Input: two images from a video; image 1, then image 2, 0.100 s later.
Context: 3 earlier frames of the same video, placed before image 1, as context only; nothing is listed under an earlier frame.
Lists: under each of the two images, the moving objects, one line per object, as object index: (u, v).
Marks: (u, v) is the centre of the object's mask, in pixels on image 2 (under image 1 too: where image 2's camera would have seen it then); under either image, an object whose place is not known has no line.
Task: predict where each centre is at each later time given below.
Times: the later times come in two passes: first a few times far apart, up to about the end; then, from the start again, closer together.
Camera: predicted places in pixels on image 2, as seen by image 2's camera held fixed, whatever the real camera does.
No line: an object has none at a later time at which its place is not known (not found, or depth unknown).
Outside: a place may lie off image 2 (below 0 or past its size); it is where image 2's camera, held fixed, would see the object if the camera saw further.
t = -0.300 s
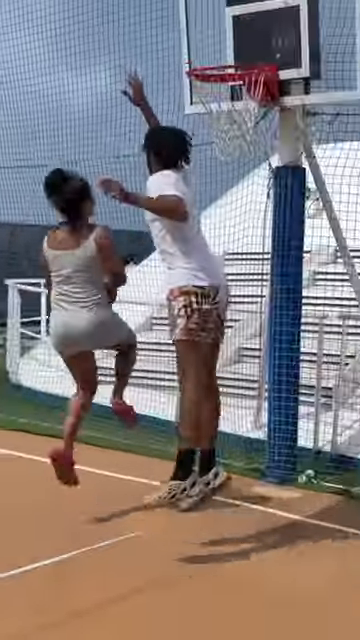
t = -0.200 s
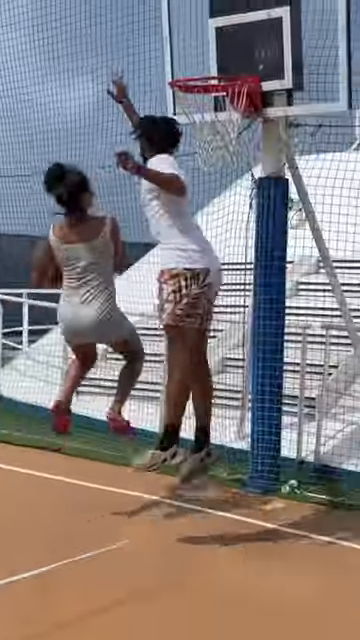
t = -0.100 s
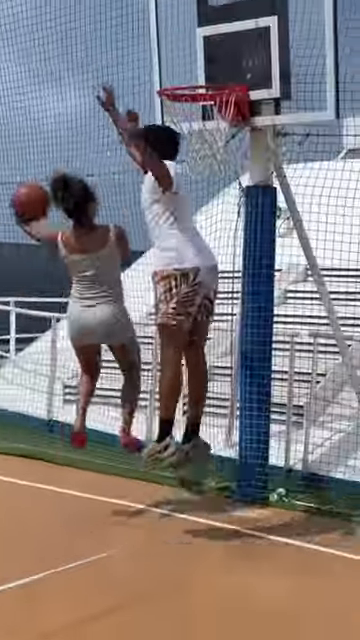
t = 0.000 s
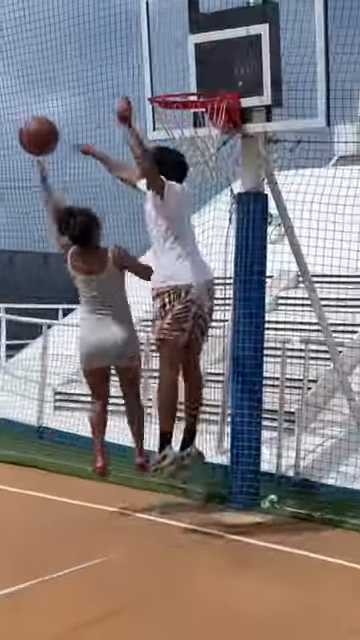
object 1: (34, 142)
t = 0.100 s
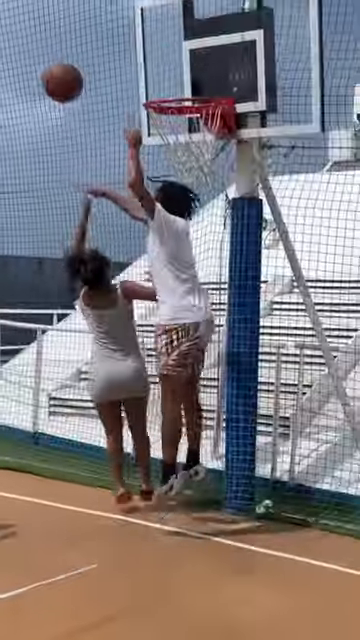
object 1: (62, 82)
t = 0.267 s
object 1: (111, 15)
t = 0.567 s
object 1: (166, 3)
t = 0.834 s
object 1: (174, 86)
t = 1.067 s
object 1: (197, 153)
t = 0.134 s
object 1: (72, 65)
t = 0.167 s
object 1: (82, 50)
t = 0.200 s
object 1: (91, 38)
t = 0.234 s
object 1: (101, 26)
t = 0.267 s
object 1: (111, 15)
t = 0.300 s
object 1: (120, 8)
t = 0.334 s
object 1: (129, 3)
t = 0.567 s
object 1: (166, 3)
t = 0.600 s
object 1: (167, 9)
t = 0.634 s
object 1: (169, 17)
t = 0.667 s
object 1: (169, 28)
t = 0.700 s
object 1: (170, 40)
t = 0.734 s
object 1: (170, 55)
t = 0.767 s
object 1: (171, 71)
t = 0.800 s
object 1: (171, 84)
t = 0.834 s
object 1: (174, 86)
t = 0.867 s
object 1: (182, 100)
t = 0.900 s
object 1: (185, 105)
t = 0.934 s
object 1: (188, 115)
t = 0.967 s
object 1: (189, 123)
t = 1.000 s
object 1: (193, 132)
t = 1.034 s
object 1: (195, 143)
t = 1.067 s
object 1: (197, 153)
